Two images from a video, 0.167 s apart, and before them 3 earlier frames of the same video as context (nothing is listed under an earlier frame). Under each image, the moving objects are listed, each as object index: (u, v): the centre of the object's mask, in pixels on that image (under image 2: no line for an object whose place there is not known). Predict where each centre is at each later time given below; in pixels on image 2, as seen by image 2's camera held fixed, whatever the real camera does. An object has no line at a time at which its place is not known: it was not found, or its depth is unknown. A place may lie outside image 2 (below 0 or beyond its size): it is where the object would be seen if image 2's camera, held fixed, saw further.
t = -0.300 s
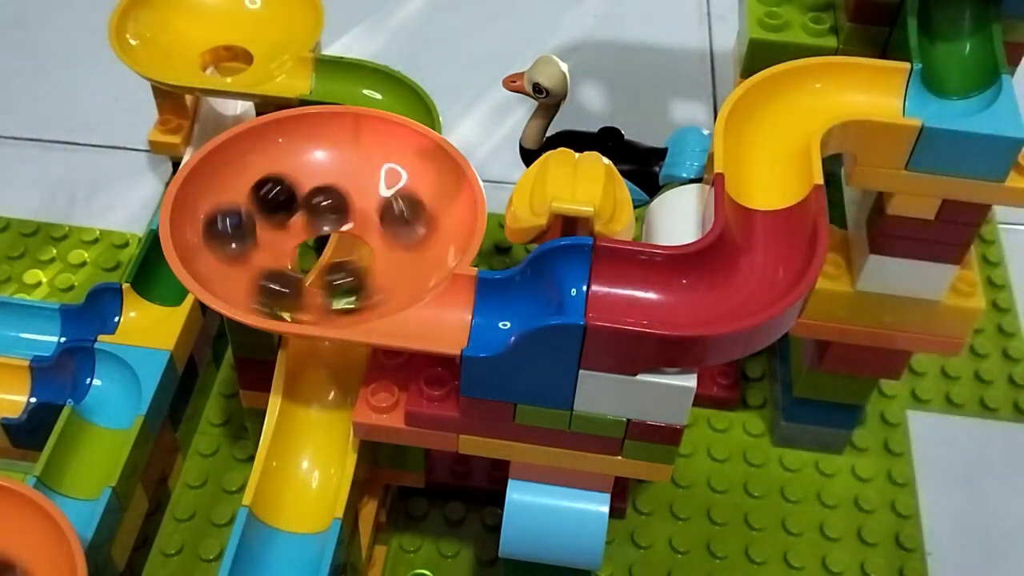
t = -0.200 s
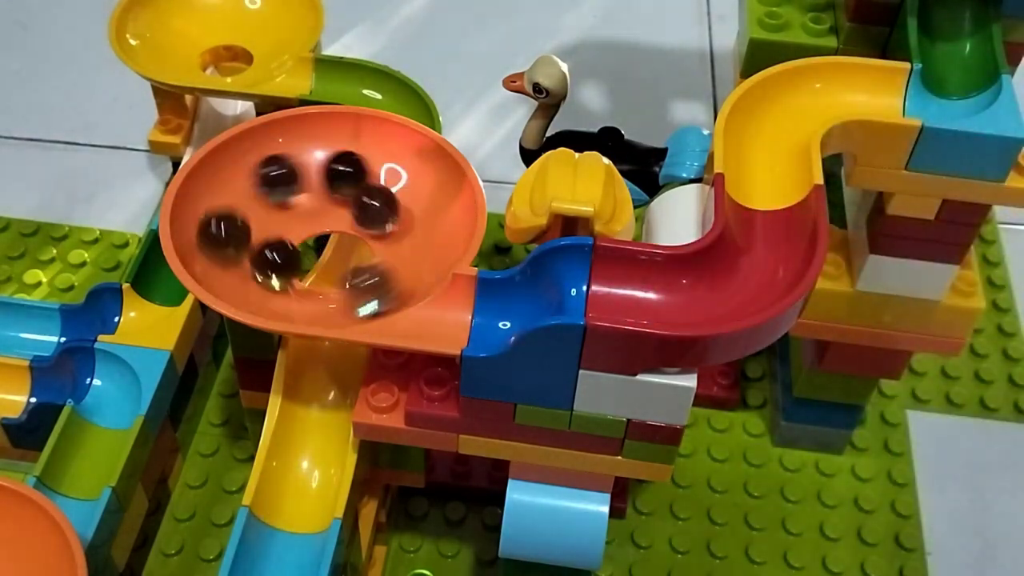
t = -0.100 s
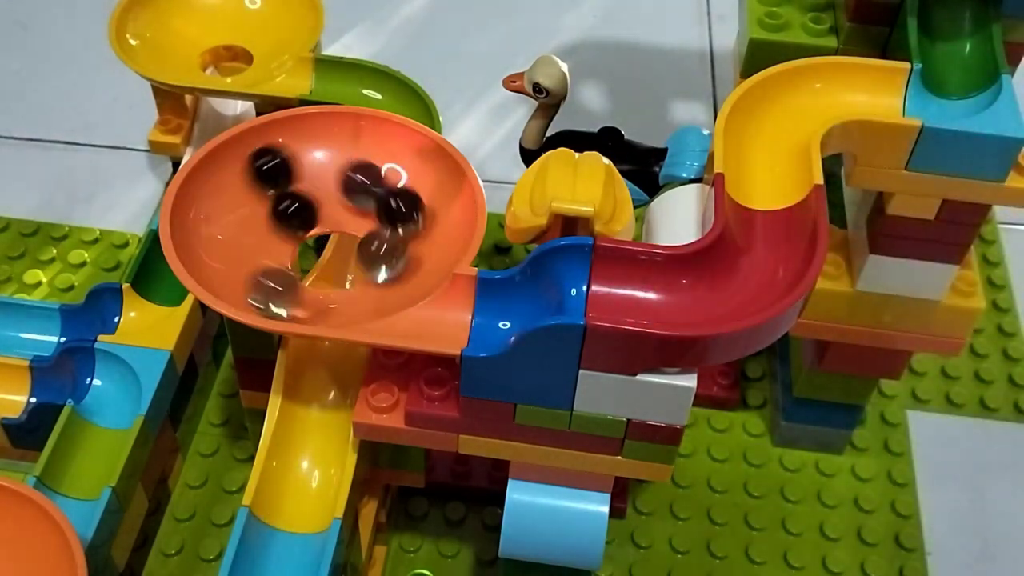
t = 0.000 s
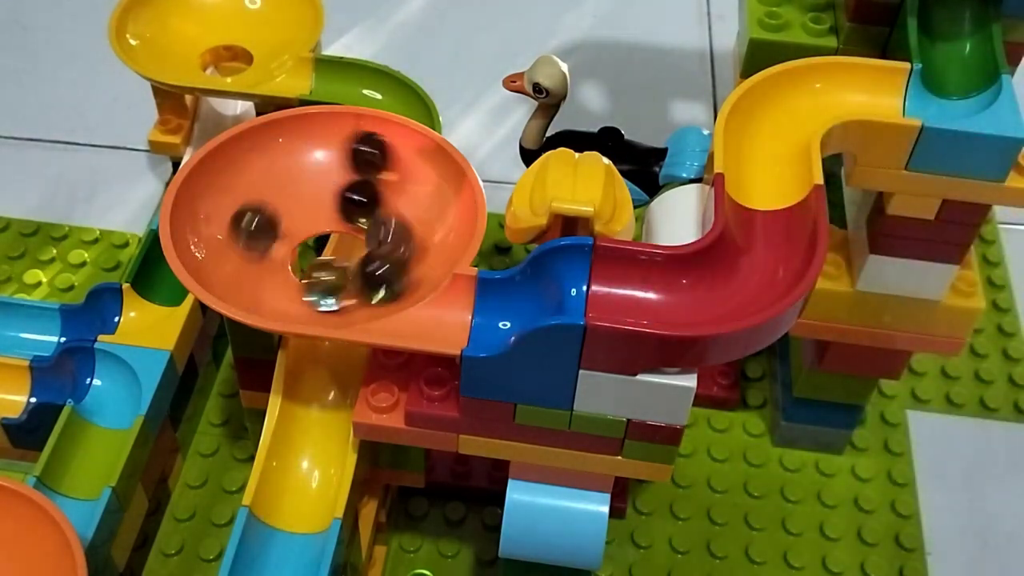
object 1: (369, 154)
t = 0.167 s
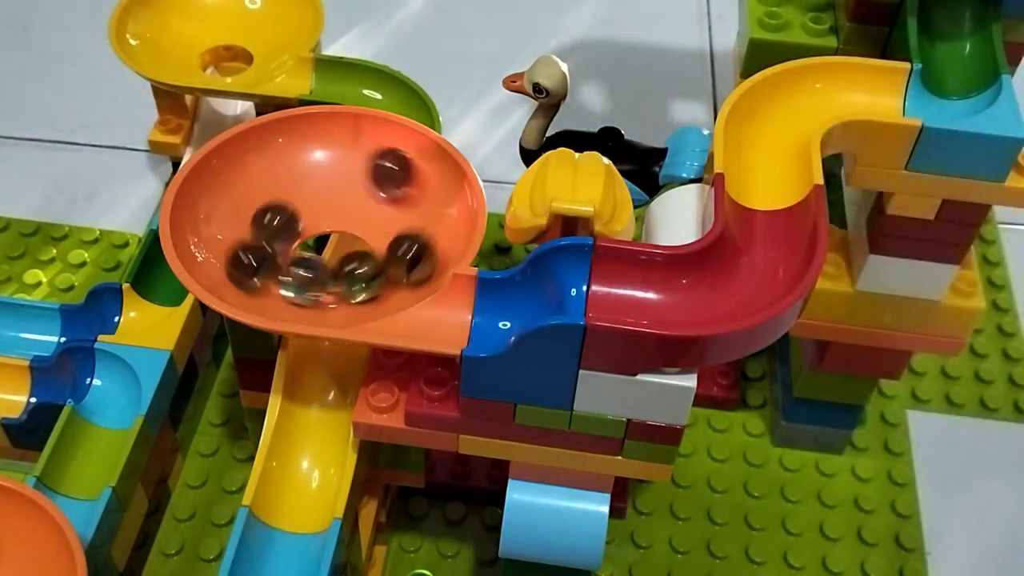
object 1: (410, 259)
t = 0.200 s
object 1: (391, 277)
